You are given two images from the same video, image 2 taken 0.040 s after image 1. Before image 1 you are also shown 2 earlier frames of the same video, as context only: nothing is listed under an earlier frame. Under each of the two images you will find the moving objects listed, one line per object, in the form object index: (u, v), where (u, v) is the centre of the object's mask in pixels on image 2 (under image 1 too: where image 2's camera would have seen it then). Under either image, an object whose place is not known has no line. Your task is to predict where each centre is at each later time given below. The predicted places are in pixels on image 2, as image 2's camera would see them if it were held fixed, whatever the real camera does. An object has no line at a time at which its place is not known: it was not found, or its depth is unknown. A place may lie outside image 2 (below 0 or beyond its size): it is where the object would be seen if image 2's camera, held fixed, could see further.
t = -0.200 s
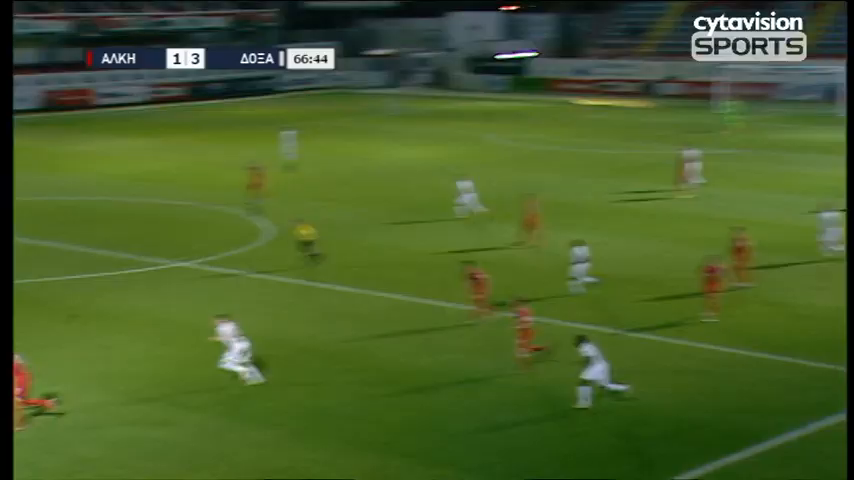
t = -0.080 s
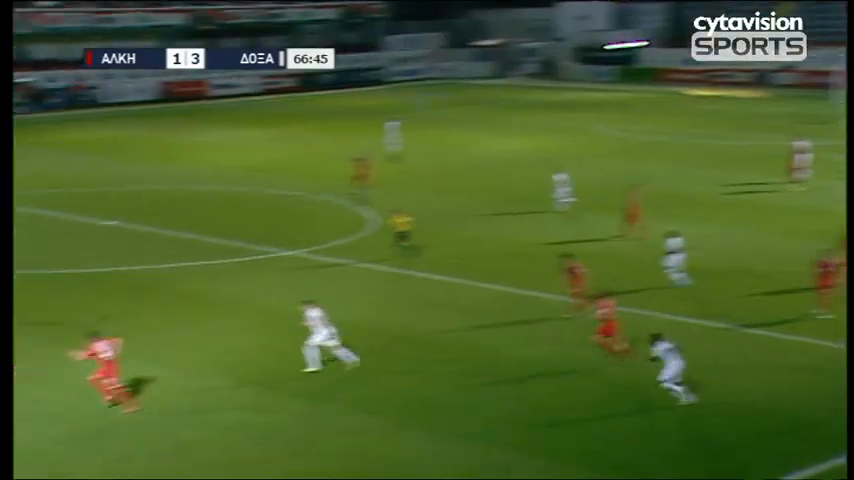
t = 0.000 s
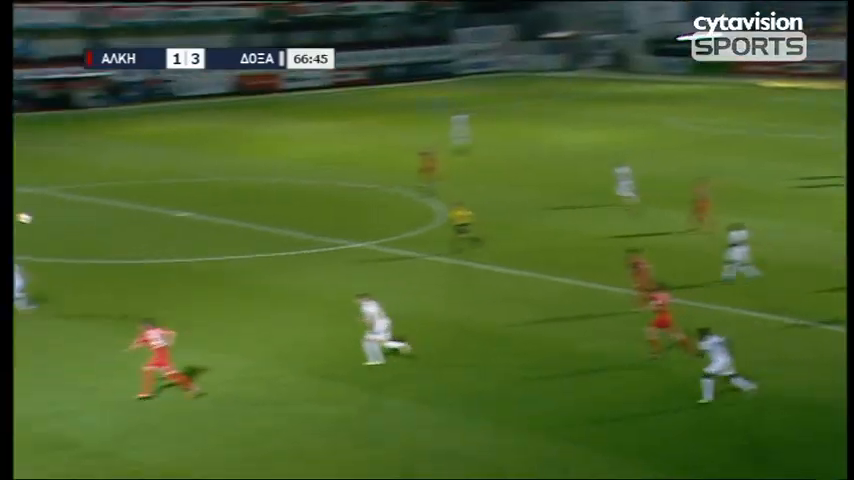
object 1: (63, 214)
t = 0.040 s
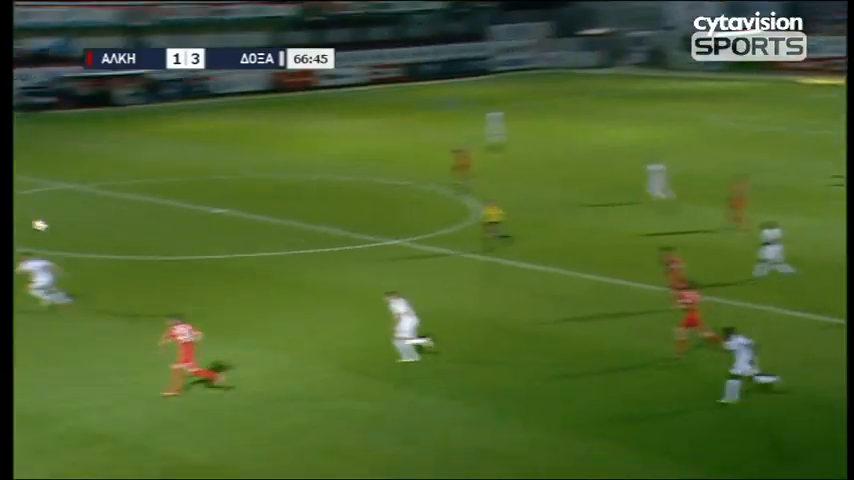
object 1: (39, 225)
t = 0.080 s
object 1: (16, 237)
